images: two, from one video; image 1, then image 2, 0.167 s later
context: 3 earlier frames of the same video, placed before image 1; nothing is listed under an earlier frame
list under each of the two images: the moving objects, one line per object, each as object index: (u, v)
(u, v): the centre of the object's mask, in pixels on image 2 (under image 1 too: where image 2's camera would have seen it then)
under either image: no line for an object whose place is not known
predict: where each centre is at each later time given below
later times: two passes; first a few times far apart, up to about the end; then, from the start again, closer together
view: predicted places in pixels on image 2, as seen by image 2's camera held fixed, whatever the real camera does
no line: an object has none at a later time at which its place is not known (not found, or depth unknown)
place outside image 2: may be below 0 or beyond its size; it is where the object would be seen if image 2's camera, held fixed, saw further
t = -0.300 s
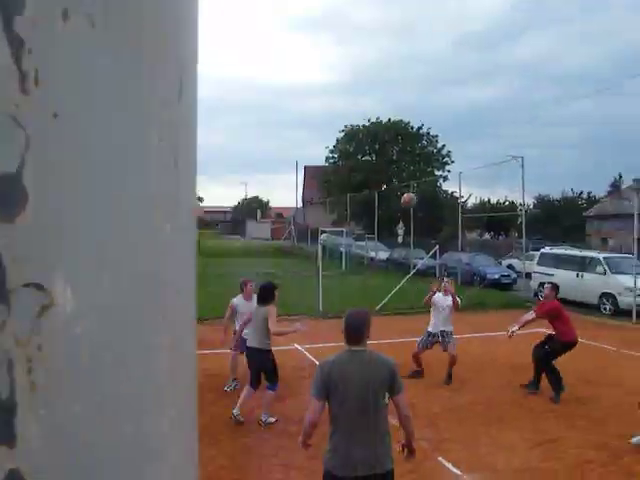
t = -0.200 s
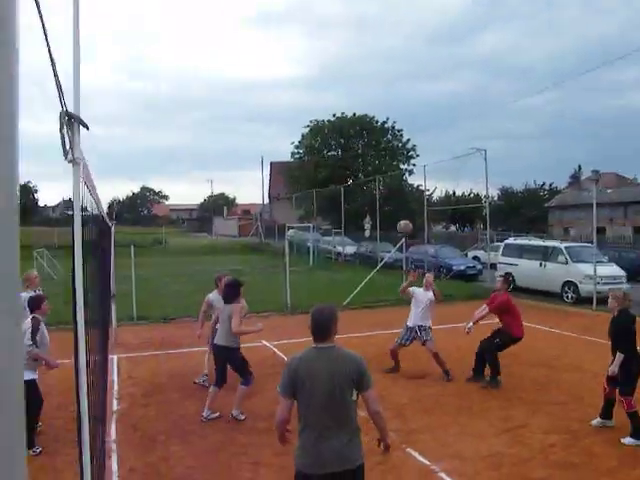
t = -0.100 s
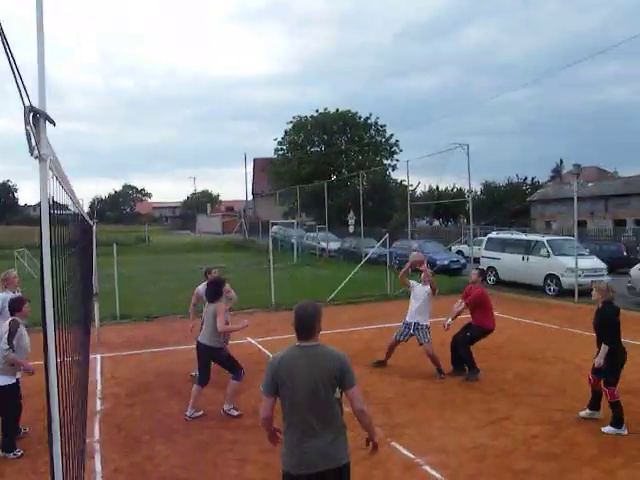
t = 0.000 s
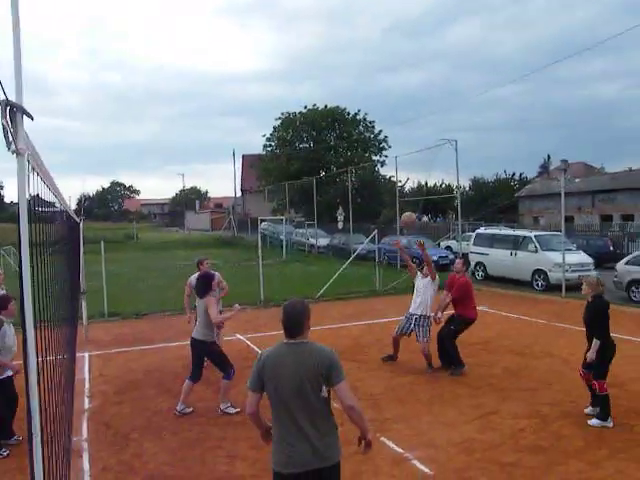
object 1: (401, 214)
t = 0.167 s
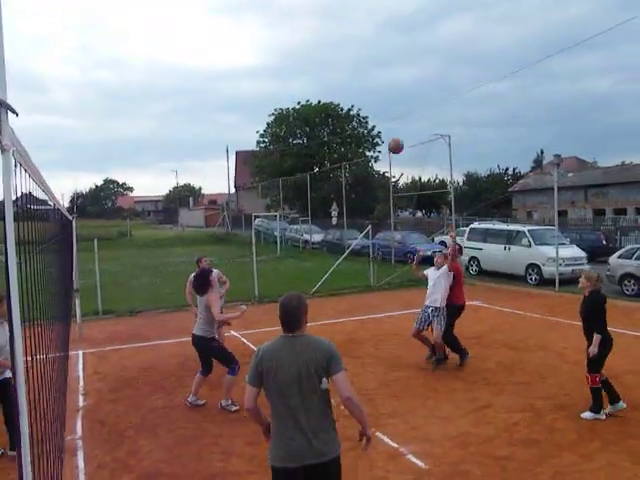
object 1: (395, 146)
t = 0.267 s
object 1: (391, 111)
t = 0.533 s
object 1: (380, 42)
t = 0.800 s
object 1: (368, 29)
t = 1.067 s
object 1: (356, 108)
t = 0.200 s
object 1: (394, 133)
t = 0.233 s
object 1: (393, 122)
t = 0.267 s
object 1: (391, 111)
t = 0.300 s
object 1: (389, 100)
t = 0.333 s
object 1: (388, 90)
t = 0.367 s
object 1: (387, 80)
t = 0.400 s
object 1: (385, 71)
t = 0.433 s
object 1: (384, 63)
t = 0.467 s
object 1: (383, 55)
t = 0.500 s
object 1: (381, 48)
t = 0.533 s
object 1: (380, 42)
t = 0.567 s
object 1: (379, 36)
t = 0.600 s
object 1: (377, 33)
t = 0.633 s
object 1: (376, 29)
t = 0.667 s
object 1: (374, 26)
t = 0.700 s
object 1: (373, 25)
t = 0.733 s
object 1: (372, 24)
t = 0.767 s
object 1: (370, 26)
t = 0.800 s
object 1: (368, 29)
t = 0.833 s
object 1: (367, 32)
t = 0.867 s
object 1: (365, 37)
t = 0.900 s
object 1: (364, 44)
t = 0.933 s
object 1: (362, 52)
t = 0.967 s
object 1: (360, 63)
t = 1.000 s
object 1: (359, 76)
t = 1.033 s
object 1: (357, 91)
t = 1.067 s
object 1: (356, 108)
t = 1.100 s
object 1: (354, 128)
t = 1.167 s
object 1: (351, 178)
